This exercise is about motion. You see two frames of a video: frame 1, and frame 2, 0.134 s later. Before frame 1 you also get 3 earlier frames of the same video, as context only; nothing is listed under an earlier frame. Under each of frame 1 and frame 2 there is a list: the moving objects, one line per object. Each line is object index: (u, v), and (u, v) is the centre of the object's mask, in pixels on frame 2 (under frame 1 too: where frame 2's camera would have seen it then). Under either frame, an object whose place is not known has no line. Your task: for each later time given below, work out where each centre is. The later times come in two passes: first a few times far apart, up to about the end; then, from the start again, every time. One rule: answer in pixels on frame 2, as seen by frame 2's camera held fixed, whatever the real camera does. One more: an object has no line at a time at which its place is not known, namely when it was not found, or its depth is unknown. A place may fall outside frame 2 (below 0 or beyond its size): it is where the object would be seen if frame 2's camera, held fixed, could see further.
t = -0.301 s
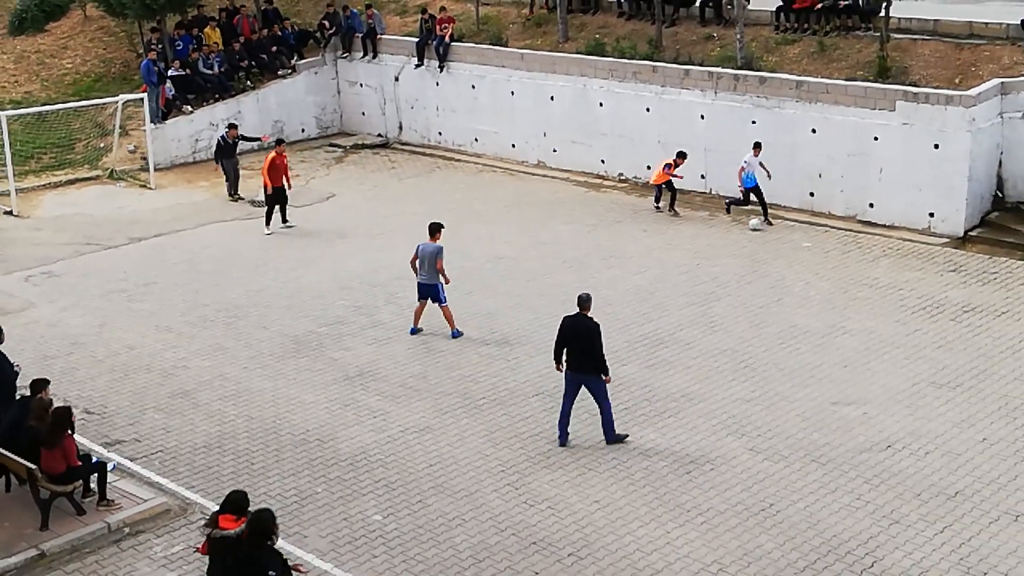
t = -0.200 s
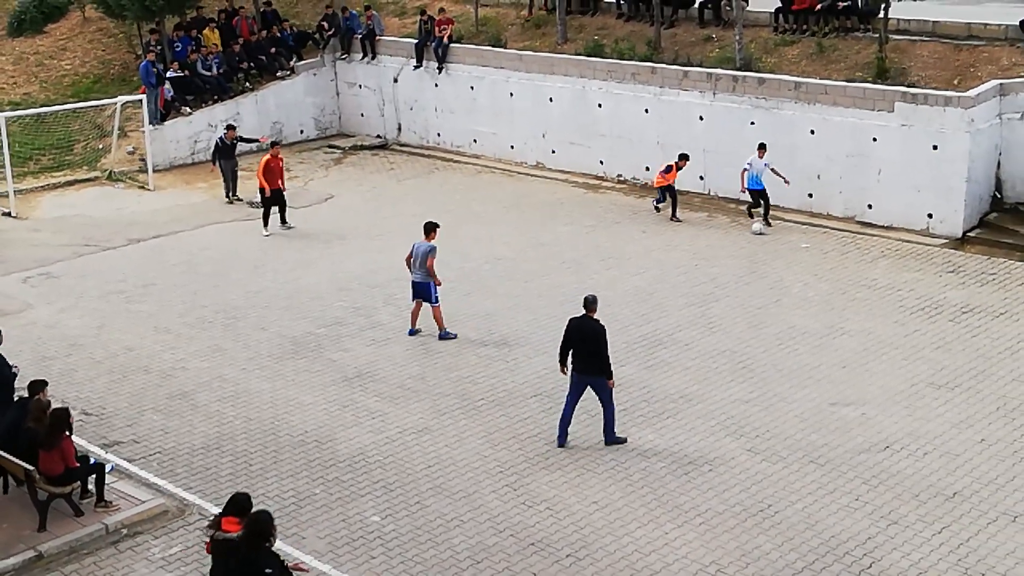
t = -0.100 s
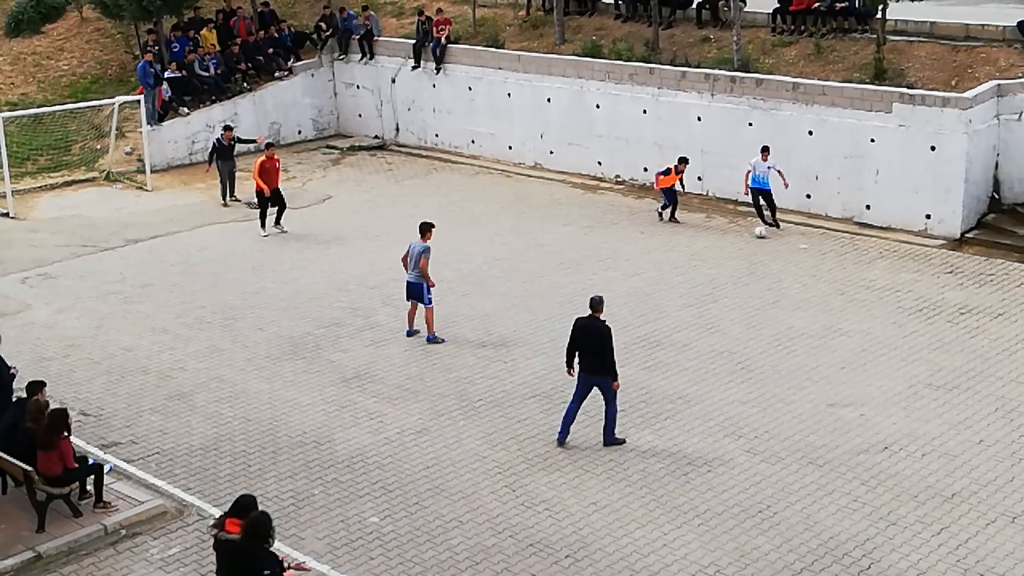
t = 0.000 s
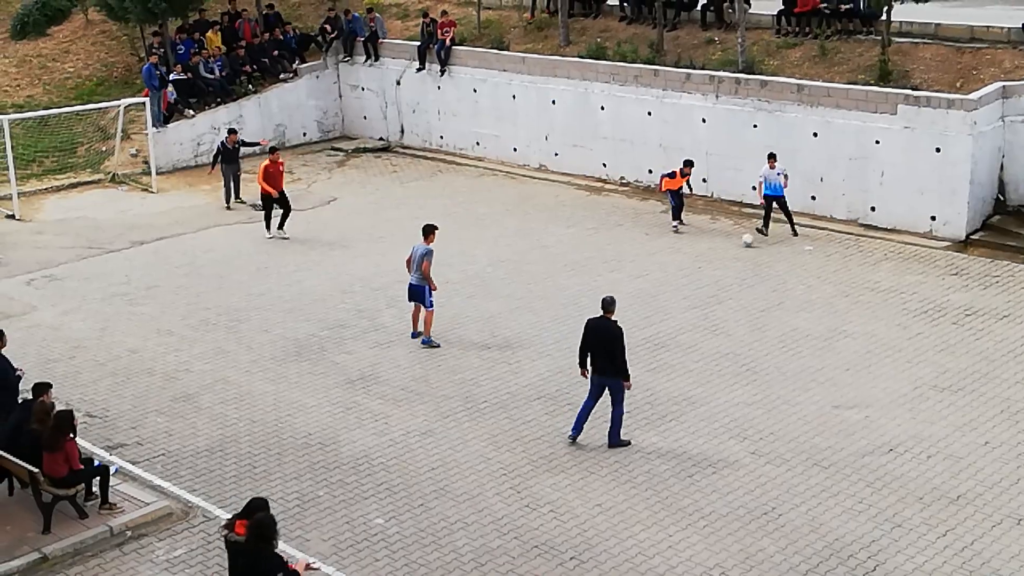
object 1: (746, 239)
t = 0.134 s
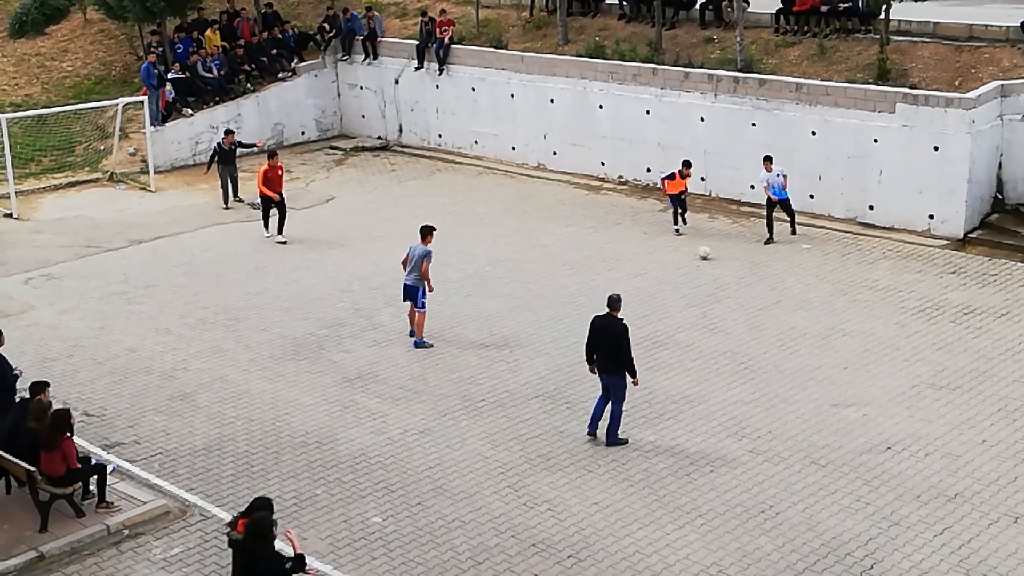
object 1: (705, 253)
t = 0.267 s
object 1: (665, 264)
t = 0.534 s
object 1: (594, 289)
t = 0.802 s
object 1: (523, 311)
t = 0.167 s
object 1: (694, 257)
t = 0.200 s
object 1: (684, 259)
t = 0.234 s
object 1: (674, 261)
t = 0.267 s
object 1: (665, 264)
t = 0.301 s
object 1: (655, 268)
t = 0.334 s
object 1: (645, 272)
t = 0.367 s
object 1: (637, 275)
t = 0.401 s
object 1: (628, 277)
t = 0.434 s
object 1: (620, 279)
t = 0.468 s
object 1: (611, 282)
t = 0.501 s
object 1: (602, 286)
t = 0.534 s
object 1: (594, 289)
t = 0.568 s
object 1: (586, 291)
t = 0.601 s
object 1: (577, 294)
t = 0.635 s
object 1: (568, 297)
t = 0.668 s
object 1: (559, 300)
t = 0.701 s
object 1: (551, 302)
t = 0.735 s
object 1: (541, 305)
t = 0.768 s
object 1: (532, 308)
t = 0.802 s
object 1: (523, 311)
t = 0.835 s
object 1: (514, 313)
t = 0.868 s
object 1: (504, 315)
